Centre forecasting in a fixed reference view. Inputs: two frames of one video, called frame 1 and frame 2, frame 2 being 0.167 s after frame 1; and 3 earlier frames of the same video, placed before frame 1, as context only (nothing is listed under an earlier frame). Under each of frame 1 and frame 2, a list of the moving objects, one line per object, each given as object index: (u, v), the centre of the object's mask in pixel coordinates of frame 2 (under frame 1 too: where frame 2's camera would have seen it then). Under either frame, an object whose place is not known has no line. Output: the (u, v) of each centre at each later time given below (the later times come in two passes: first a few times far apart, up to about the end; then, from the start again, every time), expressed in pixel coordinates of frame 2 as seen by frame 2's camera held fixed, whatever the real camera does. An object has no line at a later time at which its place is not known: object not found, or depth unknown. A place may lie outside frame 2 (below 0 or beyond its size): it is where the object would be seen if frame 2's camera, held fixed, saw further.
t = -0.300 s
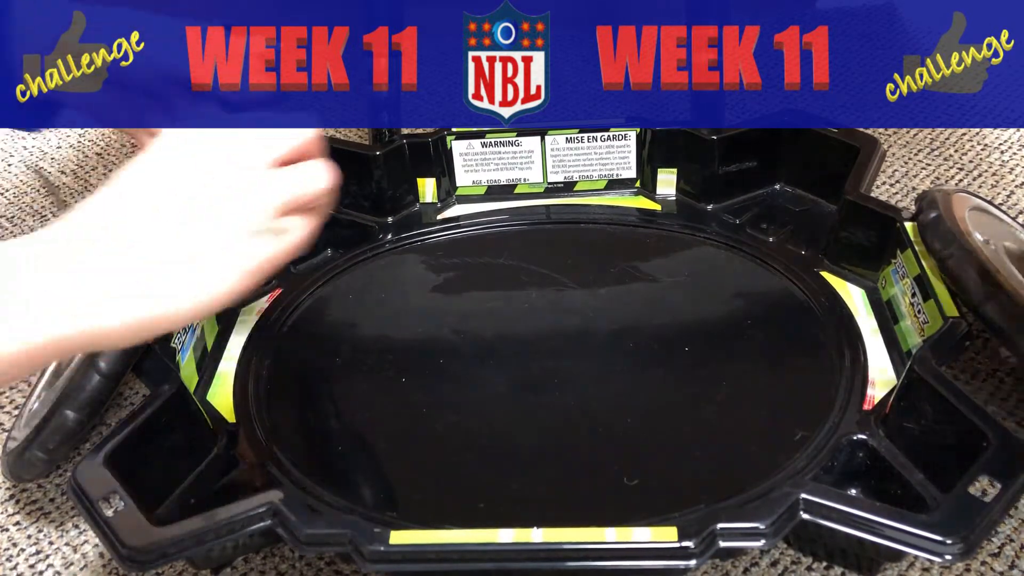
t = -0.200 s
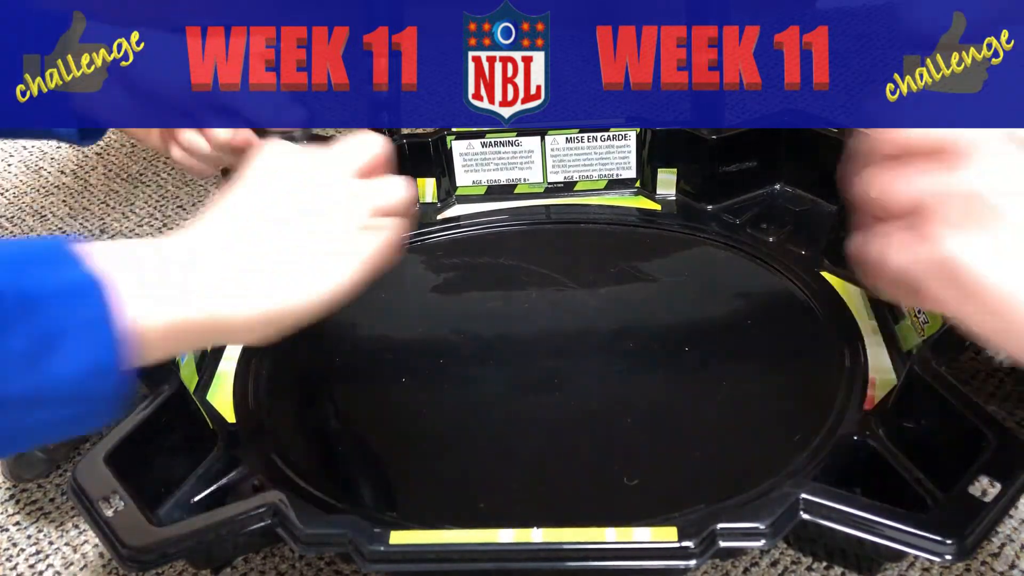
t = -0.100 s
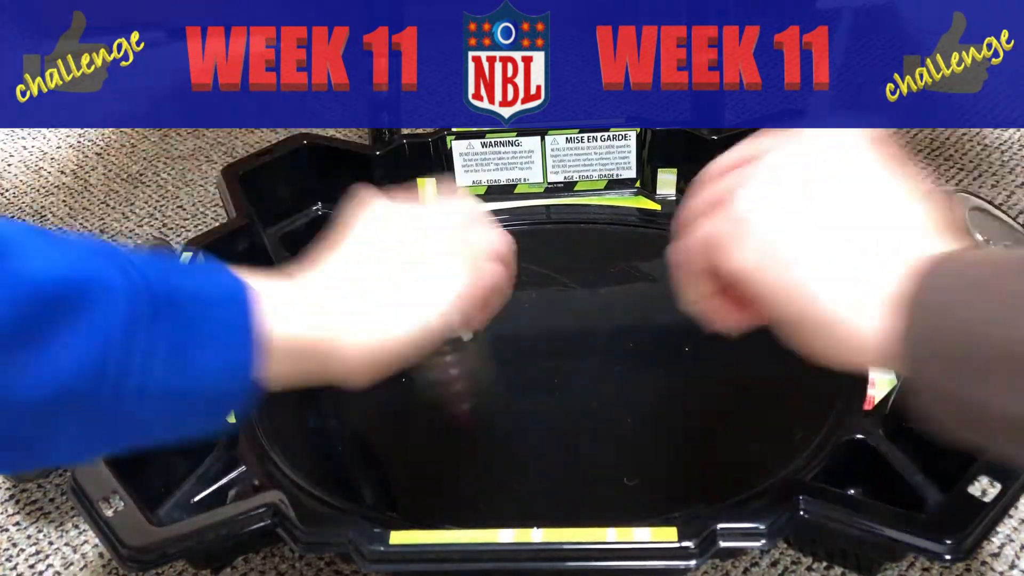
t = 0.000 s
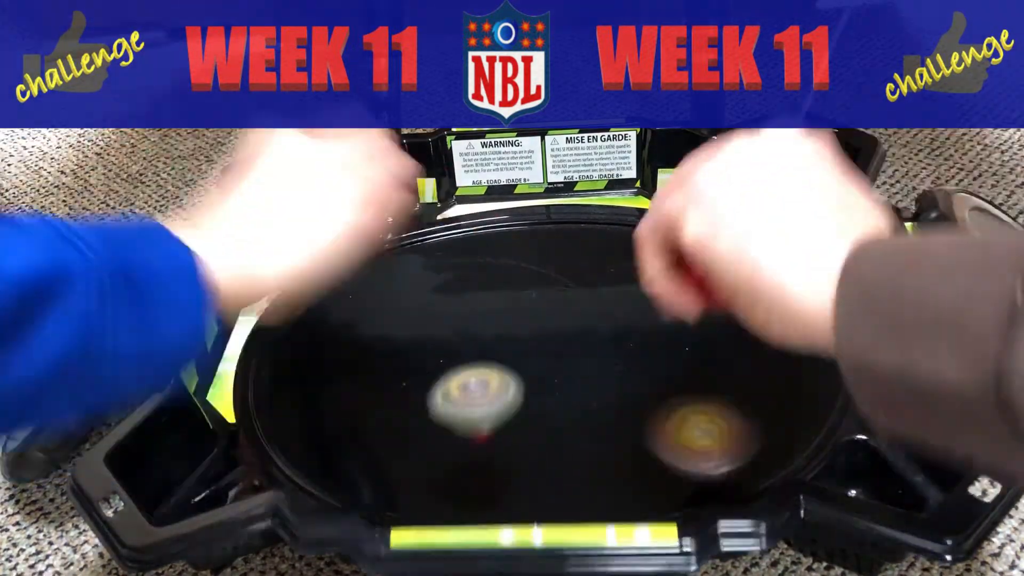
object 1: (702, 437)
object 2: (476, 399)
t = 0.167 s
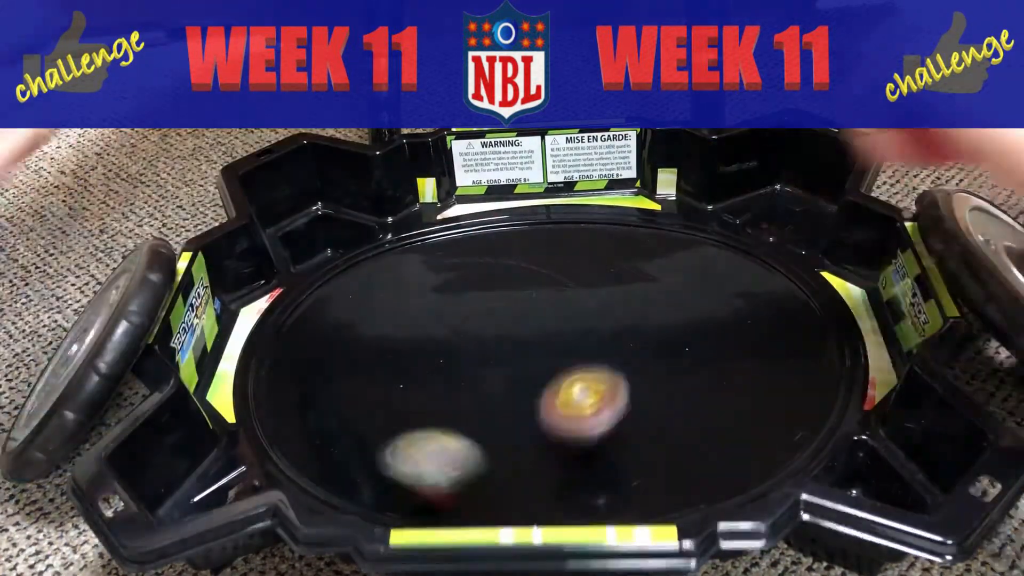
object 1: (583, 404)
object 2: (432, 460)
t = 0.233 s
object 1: (588, 377)
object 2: (367, 450)
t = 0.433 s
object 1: (563, 303)
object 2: (293, 394)
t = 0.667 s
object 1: (477, 303)
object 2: (277, 350)
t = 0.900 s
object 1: (386, 347)
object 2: (290, 318)
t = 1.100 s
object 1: (411, 390)
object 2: (319, 285)
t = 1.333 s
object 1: (505, 368)
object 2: (365, 247)
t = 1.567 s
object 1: (542, 321)
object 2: (434, 244)
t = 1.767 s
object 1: (541, 303)
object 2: (500, 251)
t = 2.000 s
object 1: (557, 327)
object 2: (574, 238)
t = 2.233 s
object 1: (596, 352)
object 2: (646, 258)
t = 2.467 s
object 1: (619, 357)
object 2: (703, 300)
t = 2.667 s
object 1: (615, 358)
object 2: (747, 338)
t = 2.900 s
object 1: (580, 360)
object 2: (789, 377)
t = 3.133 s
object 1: (541, 366)
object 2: (786, 408)
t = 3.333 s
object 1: (507, 369)
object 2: (730, 420)
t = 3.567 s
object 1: (491, 360)
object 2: (625, 421)
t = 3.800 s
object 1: (490, 342)
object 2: (501, 404)
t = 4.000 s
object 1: (492, 332)
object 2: (411, 375)
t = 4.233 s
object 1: (510, 329)
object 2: (346, 332)
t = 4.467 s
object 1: (544, 332)
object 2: (332, 289)
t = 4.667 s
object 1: (578, 338)
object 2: (354, 261)
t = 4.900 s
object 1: (606, 347)
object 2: (409, 248)
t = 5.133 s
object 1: (614, 352)
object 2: (482, 265)
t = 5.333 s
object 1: (599, 356)
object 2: (554, 295)
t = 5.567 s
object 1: (533, 460)
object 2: (648, 245)
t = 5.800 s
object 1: (516, 447)
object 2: (685, 283)
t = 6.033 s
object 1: (514, 369)
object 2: (690, 339)
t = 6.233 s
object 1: (497, 314)
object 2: (673, 383)
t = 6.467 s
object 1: (490, 292)
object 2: (613, 422)
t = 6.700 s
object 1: (519, 303)
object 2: (542, 425)
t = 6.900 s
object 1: (546, 331)
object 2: (487, 406)
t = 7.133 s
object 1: (576, 372)
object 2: (447, 361)
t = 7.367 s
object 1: (558, 391)
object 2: (430, 315)
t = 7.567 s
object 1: (526, 383)
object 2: (440, 286)
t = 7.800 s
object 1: (505, 354)
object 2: (479, 281)
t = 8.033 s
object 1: (498, 374)
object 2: (544, 273)
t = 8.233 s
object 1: (534, 366)
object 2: (586, 305)
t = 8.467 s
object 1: (514, 376)
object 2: (682, 328)
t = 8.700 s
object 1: (499, 387)
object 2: (687, 369)
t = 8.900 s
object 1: (487, 380)
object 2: (651, 396)
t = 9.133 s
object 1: (495, 355)
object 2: (572, 398)
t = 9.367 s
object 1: (510, 309)
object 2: (513, 401)
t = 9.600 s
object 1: (536, 310)
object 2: (502, 370)
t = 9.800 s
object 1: (619, 292)
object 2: (407, 392)
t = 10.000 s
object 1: (615, 316)
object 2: (428, 380)
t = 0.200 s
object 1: (586, 390)
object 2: (398, 450)
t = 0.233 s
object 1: (588, 377)
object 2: (367, 450)
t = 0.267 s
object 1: (586, 362)
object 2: (345, 432)
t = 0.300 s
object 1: (584, 346)
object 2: (329, 429)
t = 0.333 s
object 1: (581, 332)
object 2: (316, 420)
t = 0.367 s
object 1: (576, 320)
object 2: (306, 411)
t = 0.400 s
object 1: (570, 310)
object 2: (298, 402)
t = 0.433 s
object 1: (563, 303)
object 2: (293, 394)
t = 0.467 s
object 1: (554, 298)
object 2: (288, 383)
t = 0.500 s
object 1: (544, 295)
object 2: (284, 379)
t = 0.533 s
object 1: (532, 294)
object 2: (282, 373)
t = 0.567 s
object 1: (520, 294)
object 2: (280, 367)
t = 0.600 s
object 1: (507, 297)
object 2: (278, 362)
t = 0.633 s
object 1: (492, 300)
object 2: (277, 357)
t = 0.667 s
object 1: (477, 303)
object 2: (277, 350)
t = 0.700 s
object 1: (461, 308)
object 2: (277, 348)
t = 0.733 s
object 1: (447, 313)
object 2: (277, 343)
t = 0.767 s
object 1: (432, 319)
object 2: (278, 338)
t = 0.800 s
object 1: (418, 324)
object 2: (280, 334)
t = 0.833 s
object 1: (406, 332)
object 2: (283, 329)
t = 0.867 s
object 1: (395, 339)
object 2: (287, 323)
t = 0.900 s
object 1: (386, 347)
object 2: (290, 318)
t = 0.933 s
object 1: (382, 355)
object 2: (293, 313)
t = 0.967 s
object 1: (381, 363)
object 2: (297, 307)
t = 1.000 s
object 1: (384, 372)
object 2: (301, 302)
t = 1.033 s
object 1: (390, 380)
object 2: (307, 296)
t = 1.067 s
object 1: (400, 386)
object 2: (313, 290)
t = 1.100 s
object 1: (411, 390)
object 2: (319, 285)
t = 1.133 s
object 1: (425, 391)
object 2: (325, 279)
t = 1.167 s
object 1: (440, 390)
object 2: (331, 273)
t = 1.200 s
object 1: (455, 387)
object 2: (338, 267)
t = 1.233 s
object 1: (469, 384)
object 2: (344, 261)
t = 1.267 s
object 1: (482, 379)
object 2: (350, 256)
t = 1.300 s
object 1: (494, 374)
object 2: (356, 251)
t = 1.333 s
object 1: (505, 368)
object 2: (365, 247)
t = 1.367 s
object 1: (515, 362)
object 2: (373, 246)
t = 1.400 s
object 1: (522, 356)
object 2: (382, 245)
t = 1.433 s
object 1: (528, 351)
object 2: (392, 244)
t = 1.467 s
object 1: (532, 344)
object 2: (403, 244)
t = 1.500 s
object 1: (536, 337)
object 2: (413, 243)
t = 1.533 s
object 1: (540, 329)
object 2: (423, 243)
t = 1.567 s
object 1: (542, 321)
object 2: (434, 244)
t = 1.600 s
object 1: (543, 315)
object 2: (445, 245)
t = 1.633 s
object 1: (543, 311)
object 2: (456, 247)
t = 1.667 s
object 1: (542, 308)
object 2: (467, 248)
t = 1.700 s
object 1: (542, 305)
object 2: (478, 249)
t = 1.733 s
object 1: (542, 303)
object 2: (490, 251)
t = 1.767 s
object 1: (541, 303)
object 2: (500, 251)
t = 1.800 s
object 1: (542, 305)
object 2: (512, 249)
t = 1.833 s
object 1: (543, 309)
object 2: (523, 246)
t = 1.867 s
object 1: (545, 312)
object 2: (534, 243)
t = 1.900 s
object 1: (547, 316)
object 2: (544, 241)
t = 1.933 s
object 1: (549, 320)
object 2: (554, 240)
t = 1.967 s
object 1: (553, 324)
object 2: (564, 239)
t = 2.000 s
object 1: (557, 327)
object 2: (574, 238)
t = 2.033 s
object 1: (561, 331)
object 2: (585, 239)
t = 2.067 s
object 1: (566, 336)
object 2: (596, 240)
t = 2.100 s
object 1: (571, 340)
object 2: (606, 243)
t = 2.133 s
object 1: (577, 343)
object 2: (616, 245)
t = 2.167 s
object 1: (584, 347)
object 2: (626, 249)
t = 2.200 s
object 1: (590, 350)
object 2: (636, 253)
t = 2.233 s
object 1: (596, 352)
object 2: (646, 258)
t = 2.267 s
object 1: (601, 354)
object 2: (655, 264)
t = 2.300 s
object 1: (607, 355)
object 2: (664, 270)
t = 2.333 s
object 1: (610, 355)
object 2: (672, 276)
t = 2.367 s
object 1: (613, 356)
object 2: (680, 282)
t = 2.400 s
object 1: (615, 357)
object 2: (688, 288)
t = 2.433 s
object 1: (617, 357)
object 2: (695, 294)
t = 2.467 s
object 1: (619, 357)
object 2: (703, 300)
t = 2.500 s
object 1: (620, 357)
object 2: (711, 307)
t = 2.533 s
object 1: (620, 357)
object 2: (718, 314)
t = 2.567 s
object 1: (620, 358)
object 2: (725, 320)
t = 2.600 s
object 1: (619, 358)
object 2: (733, 326)
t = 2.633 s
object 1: (617, 358)
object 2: (740, 332)
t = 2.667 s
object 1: (615, 358)
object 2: (747, 338)
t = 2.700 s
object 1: (611, 358)
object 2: (754, 344)
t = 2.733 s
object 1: (607, 359)
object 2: (761, 350)
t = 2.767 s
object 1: (602, 359)
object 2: (767, 355)
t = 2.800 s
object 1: (597, 359)
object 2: (773, 360)
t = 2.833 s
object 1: (592, 359)
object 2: (780, 366)
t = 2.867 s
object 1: (586, 360)
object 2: (785, 371)
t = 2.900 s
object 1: (580, 360)
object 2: (789, 377)
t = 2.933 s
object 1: (574, 360)
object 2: (792, 382)
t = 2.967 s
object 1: (569, 361)
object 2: (795, 387)
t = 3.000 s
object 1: (563, 362)
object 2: (796, 393)
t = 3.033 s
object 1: (558, 362)
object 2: (795, 398)
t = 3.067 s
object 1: (552, 363)
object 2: (794, 402)
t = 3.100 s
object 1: (546, 365)
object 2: (790, 405)
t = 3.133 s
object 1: (541, 366)
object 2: (786, 408)
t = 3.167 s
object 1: (534, 367)
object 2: (780, 410)
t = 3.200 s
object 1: (528, 368)
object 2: (773, 413)
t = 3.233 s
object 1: (521, 369)
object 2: (764, 415)
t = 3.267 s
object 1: (516, 369)
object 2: (754, 418)
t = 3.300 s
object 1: (511, 369)
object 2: (743, 420)
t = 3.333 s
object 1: (507, 369)
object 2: (730, 420)
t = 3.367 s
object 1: (504, 368)
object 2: (718, 421)
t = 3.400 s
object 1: (500, 367)
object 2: (705, 422)
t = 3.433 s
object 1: (497, 367)
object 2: (690, 423)
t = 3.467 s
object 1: (495, 365)
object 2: (675, 423)
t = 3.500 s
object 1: (493, 363)
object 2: (658, 423)
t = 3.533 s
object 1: (492, 362)
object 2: (642, 423)
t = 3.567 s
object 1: (491, 360)
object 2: (625, 421)
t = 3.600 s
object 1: (490, 358)
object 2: (607, 420)
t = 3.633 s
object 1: (489, 355)
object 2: (589, 418)
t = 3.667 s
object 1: (489, 353)
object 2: (571, 415)
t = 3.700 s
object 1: (489, 351)
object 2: (553, 413)
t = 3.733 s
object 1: (489, 348)
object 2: (535, 410)
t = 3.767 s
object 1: (490, 345)
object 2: (518, 407)
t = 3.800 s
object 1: (490, 342)
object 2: (501, 404)
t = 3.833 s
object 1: (491, 340)
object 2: (484, 400)
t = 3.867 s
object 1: (491, 338)
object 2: (468, 396)
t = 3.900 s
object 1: (491, 337)
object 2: (453, 391)
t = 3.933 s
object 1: (491, 335)
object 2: (438, 386)
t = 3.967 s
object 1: (491, 333)
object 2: (424, 381)
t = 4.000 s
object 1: (492, 332)
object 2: (411, 375)
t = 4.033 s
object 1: (494, 331)
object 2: (398, 369)
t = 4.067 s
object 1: (495, 330)
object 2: (387, 363)
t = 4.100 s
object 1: (498, 330)
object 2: (377, 357)
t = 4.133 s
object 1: (500, 329)
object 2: (367, 351)
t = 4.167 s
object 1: (503, 329)
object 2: (359, 345)
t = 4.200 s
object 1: (506, 329)
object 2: (352, 338)
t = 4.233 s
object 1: (510, 329)
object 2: (346, 332)
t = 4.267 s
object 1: (514, 329)
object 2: (342, 326)
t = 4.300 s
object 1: (519, 329)
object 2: (338, 320)
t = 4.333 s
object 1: (523, 330)
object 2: (336, 314)
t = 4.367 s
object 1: (528, 330)
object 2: (334, 307)
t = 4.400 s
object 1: (533, 331)
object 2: (333, 301)
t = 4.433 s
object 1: (538, 331)
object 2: (332, 295)
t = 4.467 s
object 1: (544, 332)
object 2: (332, 289)
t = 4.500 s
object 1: (550, 333)
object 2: (334, 284)
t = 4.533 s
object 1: (555, 334)
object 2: (337, 279)
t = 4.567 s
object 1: (561, 335)
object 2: (340, 274)
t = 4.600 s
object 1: (567, 336)
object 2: (344, 270)
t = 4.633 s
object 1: (573, 337)
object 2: (349, 265)
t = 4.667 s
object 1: (578, 338)
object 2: (354, 261)
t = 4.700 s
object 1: (583, 340)
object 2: (361, 258)
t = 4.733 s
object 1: (588, 341)
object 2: (367, 254)
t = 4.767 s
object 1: (592, 342)
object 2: (375, 252)
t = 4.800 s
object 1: (596, 344)
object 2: (383, 250)
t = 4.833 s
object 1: (599, 345)
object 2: (392, 248)
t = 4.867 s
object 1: (603, 346)
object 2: (400, 248)
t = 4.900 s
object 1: (606, 347)
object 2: (409, 248)
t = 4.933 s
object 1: (608, 348)
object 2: (418, 248)
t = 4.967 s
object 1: (611, 349)
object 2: (428, 249)
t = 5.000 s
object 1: (613, 350)
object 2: (439, 252)
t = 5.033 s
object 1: (614, 351)
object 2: (450, 255)
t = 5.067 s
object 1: (614, 351)
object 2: (461, 258)
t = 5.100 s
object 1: (614, 351)
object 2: (472, 262)
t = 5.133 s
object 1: (614, 352)
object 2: (482, 265)
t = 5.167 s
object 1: (613, 353)
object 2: (493, 269)
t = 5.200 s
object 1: (612, 353)
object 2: (505, 274)
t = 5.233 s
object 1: (609, 354)
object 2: (517, 280)
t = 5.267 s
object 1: (606, 355)
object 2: (530, 285)
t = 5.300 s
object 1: (603, 355)
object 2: (542, 290)
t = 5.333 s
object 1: (599, 356)
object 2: (554, 295)
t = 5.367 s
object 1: (595, 357)
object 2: (567, 299)
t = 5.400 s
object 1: (588, 368)
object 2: (582, 295)
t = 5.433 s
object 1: (575, 394)
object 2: (599, 275)
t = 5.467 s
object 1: (564, 417)
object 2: (614, 260)
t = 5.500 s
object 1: (553, 435)
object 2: (628, 249)
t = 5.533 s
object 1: (542, 450)
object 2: (638, 244)
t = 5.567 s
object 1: (533, 460)
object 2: (648, 245)
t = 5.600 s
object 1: (526, 466)
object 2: (657, 247)
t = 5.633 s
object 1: (521, 468)
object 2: (663, 251)
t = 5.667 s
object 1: (519, 468)
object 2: (670, 256)
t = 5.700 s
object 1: (517, 465)
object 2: (675, 262)
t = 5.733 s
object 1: (516, 461)
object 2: (679, 268)
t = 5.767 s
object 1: (515, 455)
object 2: (683, 275)
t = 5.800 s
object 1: (516, 447)
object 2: (685, 283)
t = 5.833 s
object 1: (515, 438)
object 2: (687, 290)
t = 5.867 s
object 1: (515, 428)
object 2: (688, 298)
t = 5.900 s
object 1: (515, 417)
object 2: (689, 306)
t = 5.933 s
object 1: (515, 405)
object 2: (690, 314)
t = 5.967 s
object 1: (514, 393)
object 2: (690, 322)
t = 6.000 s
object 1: (514, 381)
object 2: (690, 331)
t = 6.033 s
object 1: (514, 369)
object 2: (690, 339)
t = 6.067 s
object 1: (513, 357)
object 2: (689, 347)
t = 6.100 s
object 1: (512, 346)
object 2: (688, 355)
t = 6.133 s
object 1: (509, 337)
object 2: (686, 362)
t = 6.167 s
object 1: (505, 328)
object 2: (683, 369)
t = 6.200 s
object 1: (501, 321)
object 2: (679, 377)
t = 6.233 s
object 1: (497, 314)
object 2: (673, 383)
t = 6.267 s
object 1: (494, 309)
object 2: (667, 391)
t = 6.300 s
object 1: (491, 304)
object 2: (659, 398)
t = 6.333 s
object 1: (489, 301)
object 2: (652, 404)
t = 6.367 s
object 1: (488, 297)
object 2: (643, 409)
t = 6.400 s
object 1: (488, 295)
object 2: (633, 414)
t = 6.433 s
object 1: (488, 293)
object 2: (623, 418)
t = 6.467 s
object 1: (490, 292)
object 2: (613, 422)
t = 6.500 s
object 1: (492, 291)
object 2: (602, 424)
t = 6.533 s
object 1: (495, 292)
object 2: (592, 425)
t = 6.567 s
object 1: (499, 293)
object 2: (580, 426)
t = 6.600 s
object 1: (503, 295)
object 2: (570, 427)
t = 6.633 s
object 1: (508, 297)
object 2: (560, 427)
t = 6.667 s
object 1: (513, 300)
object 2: (551, 426)
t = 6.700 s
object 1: (519, 303)
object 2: (542, 425)
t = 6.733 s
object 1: (524, 307)
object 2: (533, 423)
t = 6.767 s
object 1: (528, 311)
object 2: (524, 421)
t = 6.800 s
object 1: (533, 316)
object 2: (514, 418)
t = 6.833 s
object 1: (537, 321)
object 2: (504, 415)
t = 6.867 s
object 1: (542, 326)
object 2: (495, 410)
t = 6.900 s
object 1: (546, 331)
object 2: (487, 406)
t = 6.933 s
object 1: (550, 336)
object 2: (480, 400)
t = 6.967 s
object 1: (554, 341)
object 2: (473, 394)
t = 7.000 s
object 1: (560, 347)
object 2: (468, 388)
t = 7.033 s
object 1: (566, 355)
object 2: (462, 382)
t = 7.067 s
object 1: (571, 362)
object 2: (457, 375)
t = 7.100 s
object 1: (574, 368)
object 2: (452, 368)
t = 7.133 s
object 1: (576, 372)
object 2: (447, 361)
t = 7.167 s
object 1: (577, 376)
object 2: (442, 354)
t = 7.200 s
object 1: (577, 380)
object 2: (438, 346)
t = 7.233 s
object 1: (575, 383)
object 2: (435, 339)
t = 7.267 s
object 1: (572, 386)
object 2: (433, 332)
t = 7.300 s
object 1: (568, 388)
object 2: (432, 326)
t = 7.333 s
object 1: (564, 390)
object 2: (430, 321)
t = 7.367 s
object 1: (558, 391)
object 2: (430, 315)
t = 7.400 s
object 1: (553, 391)
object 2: (430, 308)
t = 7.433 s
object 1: (548, 391)
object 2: (430, 303)
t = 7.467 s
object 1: (542, 390)
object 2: (433, 297)
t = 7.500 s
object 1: (537, 388)
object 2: (435, 292)
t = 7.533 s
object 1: (531, 386)
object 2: (437, 289)
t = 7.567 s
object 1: (526, 383)
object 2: (440, 286)
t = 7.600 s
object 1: (521, 380)
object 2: (444, 284)
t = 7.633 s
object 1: (517, 376)
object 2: (448, 281)
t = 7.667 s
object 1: (513, 372)
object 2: (453, 279)
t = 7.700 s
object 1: (510, 368)
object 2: (459, 278)
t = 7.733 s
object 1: (508, 364)
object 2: (465, 278)
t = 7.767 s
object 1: (506, 359)
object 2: (472, 279)
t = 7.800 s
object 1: (505, 354)
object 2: (479, 281)
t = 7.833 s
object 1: (505, 350)
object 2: (487, 282)
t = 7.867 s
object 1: (505, 346)
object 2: (495, 284)
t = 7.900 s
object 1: (502, 348)
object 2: (504, 279)
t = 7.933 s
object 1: (498, 357)
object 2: (513, 272)
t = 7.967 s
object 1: (497, 364)
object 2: (524, 269)
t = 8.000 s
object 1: (497, 370)
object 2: (534, 270)
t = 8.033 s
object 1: (498, 374)
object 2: (544, 273)
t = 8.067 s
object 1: (500, 375)
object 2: (553, 278)
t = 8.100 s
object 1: (504, 375)
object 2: (561, 283)
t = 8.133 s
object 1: (511, 373)
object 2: (568, 289)
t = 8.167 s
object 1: (518, 371)
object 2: (575, 294)
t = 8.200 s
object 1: (526, 368)
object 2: (580, 300)
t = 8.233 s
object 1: (534, 366)
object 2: (586, 305)
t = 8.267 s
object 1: (540, 364)
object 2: (592, 310)
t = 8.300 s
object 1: (547, 363)
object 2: (599, 315)
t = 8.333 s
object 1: (552, 361)
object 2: (607, 320)
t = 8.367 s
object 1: (542, 366)
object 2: (627, 321)
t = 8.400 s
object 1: (531, 370)
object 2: (651, 323)
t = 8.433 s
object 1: (521, 374)
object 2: (668, 324)
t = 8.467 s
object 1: (514, 376)
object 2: (682, 328)
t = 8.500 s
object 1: (510, 378)
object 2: (690, 335)
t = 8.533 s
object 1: (508, 380)
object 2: (693, 342)
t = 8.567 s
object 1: (507, 382)
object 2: (693, 348)
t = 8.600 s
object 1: (505, 384)
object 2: (692, 353)
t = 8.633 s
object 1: (503, 385)
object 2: (691, 358)
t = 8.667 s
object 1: (501, 387)
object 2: (689, 363)
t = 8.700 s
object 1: (499, 387)
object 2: (687, 369)
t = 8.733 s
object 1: (496, 388)
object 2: (684, 375)
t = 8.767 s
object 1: (494, 387)
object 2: (679, 382)
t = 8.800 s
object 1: (491, 386)
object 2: (674, 387)
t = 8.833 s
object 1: (490, 385)
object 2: (667, 390)
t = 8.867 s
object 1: (487, 382)
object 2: (660, 393)
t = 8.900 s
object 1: (487, 380)
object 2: (651, 396)
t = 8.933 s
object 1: (486, 376)
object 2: (641, 398)
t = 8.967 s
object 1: (487, 373)
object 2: (631, 400)
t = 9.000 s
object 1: (487, 370)
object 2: (620, 400)
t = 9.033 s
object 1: (488, 366)
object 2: (609, 401)
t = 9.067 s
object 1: (491, 363)
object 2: (596, 400)
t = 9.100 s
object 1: (493, 359)
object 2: (584, 399)
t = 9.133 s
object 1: (495, 355)
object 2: (572, 398)
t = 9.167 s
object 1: (499, 351)
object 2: (562, 396)
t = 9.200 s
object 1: (500, 345)
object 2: (553, 394)
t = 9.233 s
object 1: (501, 339)
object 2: (544, 394)
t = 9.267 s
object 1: (504, 332)
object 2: (534, 393)
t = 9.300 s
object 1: (504, 323)
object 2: (527, 398)
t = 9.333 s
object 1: (506, 314)
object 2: (519, 401)
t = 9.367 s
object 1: (510, 309)
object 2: (513, 401)
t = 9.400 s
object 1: (514, 305)
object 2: (508, 398)
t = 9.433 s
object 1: (517, 304)
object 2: (505, 394)
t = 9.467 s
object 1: (521, 303)
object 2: (502, 389)
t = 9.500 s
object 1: (525, 304)
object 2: (501, 384)
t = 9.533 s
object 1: (528, 305)
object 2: (501, 379)
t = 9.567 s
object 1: (532, 307)
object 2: (501, 374)
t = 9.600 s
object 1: (536, 310)
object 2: (502, 370)
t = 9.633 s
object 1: (541, 312)
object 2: (501, 366)
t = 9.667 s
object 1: (560, 307)
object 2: (480, 372)
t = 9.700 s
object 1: (578, 298)
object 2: (457, 380)
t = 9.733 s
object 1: (596, 296)
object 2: (437, 387)
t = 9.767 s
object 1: (609, 291)
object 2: (419, 391)
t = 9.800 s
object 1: (619, 292)
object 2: (407, 392)
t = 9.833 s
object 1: (626, 294)
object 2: (402, 391)
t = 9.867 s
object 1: (628, 297)
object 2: (402, 389)
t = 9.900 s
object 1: (626, 303)
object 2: (406, 387)
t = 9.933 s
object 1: (623, 307)
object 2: (412, 385)
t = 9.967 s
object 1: (619, 312)
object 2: (420, 382)
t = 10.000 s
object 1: (615, 316)
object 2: (428, 380)
